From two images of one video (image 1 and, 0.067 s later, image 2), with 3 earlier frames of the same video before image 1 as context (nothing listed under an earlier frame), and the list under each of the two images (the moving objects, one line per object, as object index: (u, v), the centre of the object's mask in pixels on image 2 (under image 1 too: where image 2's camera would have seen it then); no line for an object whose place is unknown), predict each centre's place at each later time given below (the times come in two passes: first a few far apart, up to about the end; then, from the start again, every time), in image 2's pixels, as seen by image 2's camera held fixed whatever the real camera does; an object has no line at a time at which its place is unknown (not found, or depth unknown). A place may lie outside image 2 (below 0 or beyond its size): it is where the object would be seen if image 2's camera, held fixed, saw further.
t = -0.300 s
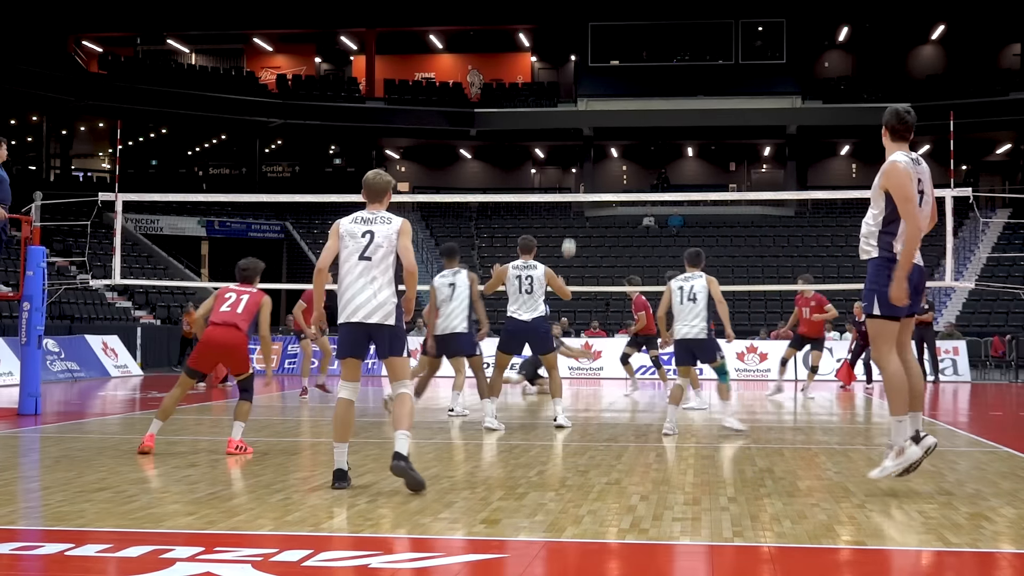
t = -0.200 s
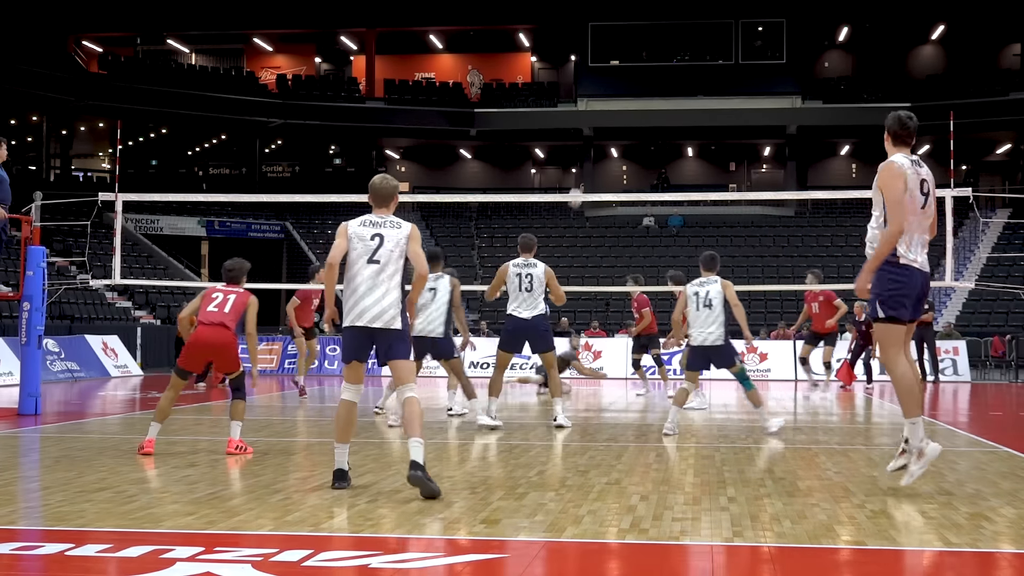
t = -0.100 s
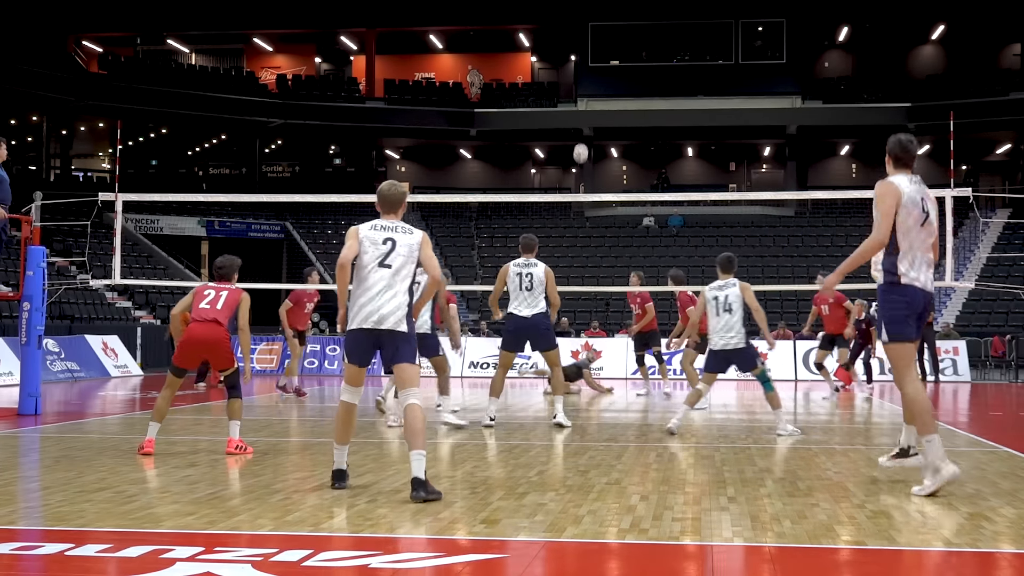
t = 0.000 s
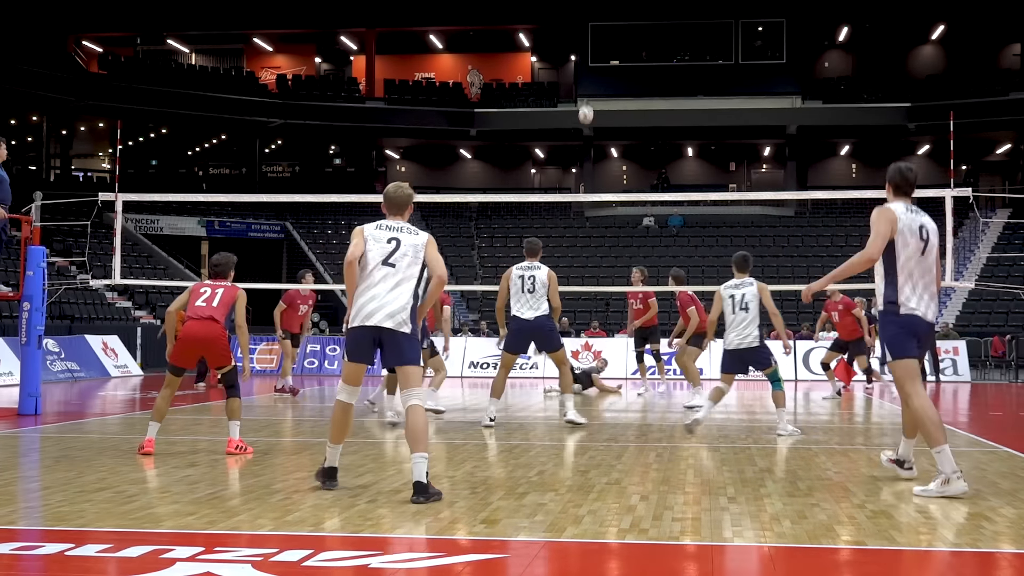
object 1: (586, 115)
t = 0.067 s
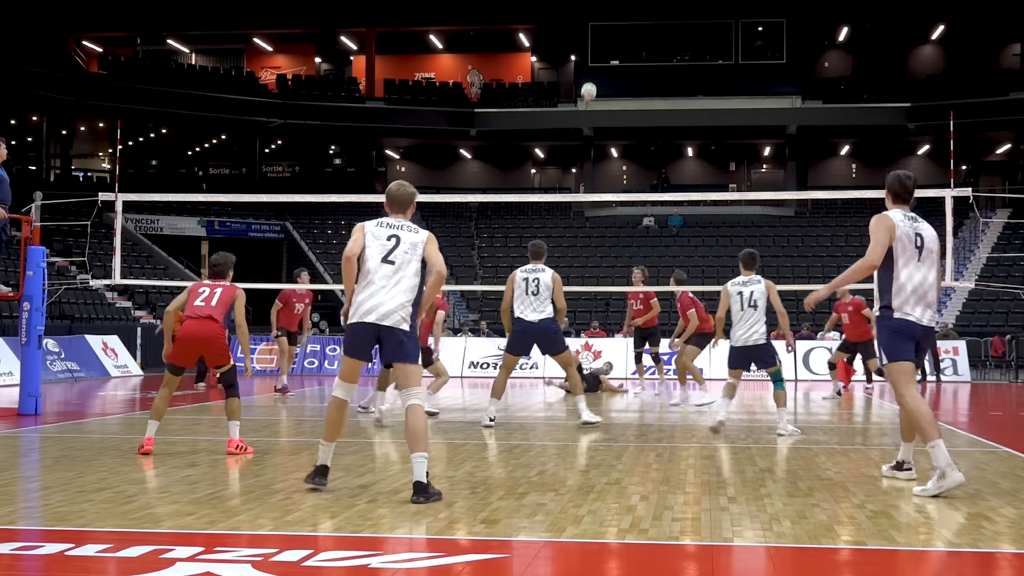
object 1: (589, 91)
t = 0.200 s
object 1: (594, 54)
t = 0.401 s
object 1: (601, 18)
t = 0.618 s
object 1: (609, 9)
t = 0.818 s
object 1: (615, 33)
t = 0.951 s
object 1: (619, 67)
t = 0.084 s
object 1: (589, 86)
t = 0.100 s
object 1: (590, 81)
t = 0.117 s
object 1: (591, 76)
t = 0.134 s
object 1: (591, 71)
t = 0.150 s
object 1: (592, 67)
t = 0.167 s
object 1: (593, 62)
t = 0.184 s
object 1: (593, 58)
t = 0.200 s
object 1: (594, 54)
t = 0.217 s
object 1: (595, 50)
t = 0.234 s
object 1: (595, 46)
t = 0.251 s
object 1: (596, 42)
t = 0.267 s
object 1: (597, 39)
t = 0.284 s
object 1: (597, 36)
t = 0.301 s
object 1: (598, 33)
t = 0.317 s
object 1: (598, 30)
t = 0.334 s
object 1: (599, 27)
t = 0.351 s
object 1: (600, 25)
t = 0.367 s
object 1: (600, 22)
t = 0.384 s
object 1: (601, 20)
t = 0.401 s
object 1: (601, 18)
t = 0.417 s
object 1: (602, 16)
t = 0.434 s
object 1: (603, 15)
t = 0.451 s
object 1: (603, 13)
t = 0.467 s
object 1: (604, 12)
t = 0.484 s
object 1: (605, 11)
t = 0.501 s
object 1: (605, 10)
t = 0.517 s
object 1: (606, 9)
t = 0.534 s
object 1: (606, 9)
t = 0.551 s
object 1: (607, 9)
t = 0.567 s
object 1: (607, 9)
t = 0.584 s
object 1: (608, 9)
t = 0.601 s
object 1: (609, 9)
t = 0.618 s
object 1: (609, 9)
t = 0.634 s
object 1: (610, 10)
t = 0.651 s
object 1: (610, 11)
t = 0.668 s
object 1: (611, 13)
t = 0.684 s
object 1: (611, 14)
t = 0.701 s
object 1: (612, 16)
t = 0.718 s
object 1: (612, 17)
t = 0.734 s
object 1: (613, 19)
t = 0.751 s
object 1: (613, 22)
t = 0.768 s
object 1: (614, 24)
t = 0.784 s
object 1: (614, 27)
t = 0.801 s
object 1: (615, 30)
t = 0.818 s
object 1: (615, 33)
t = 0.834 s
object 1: (616, 37)
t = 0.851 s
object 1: (616, 40)
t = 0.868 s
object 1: (617, 44)
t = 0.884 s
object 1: (617, 48)
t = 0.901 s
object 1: (617, 53)
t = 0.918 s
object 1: (618, 57)
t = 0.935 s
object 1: (619, 62)
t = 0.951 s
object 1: (619, 67)
